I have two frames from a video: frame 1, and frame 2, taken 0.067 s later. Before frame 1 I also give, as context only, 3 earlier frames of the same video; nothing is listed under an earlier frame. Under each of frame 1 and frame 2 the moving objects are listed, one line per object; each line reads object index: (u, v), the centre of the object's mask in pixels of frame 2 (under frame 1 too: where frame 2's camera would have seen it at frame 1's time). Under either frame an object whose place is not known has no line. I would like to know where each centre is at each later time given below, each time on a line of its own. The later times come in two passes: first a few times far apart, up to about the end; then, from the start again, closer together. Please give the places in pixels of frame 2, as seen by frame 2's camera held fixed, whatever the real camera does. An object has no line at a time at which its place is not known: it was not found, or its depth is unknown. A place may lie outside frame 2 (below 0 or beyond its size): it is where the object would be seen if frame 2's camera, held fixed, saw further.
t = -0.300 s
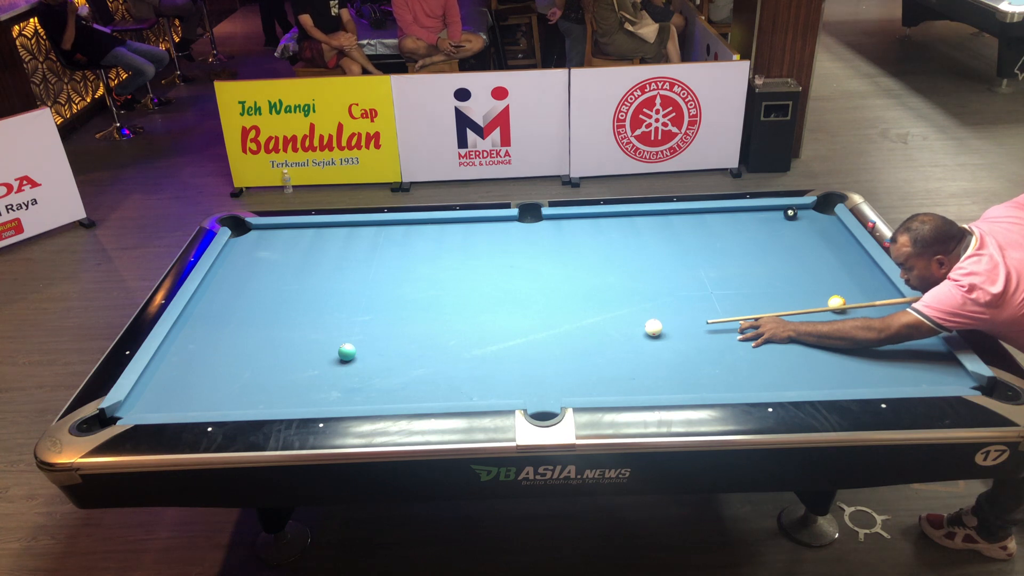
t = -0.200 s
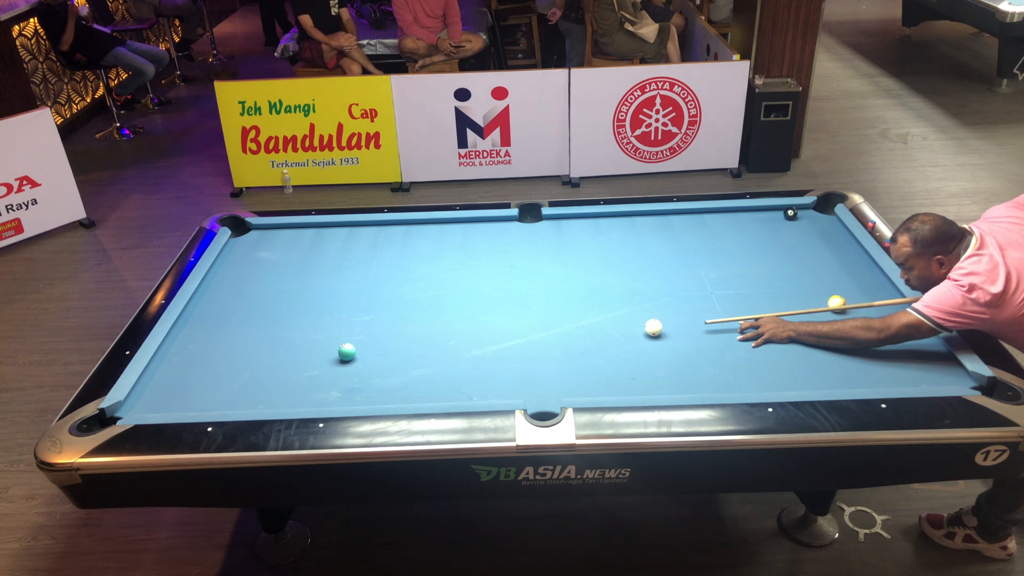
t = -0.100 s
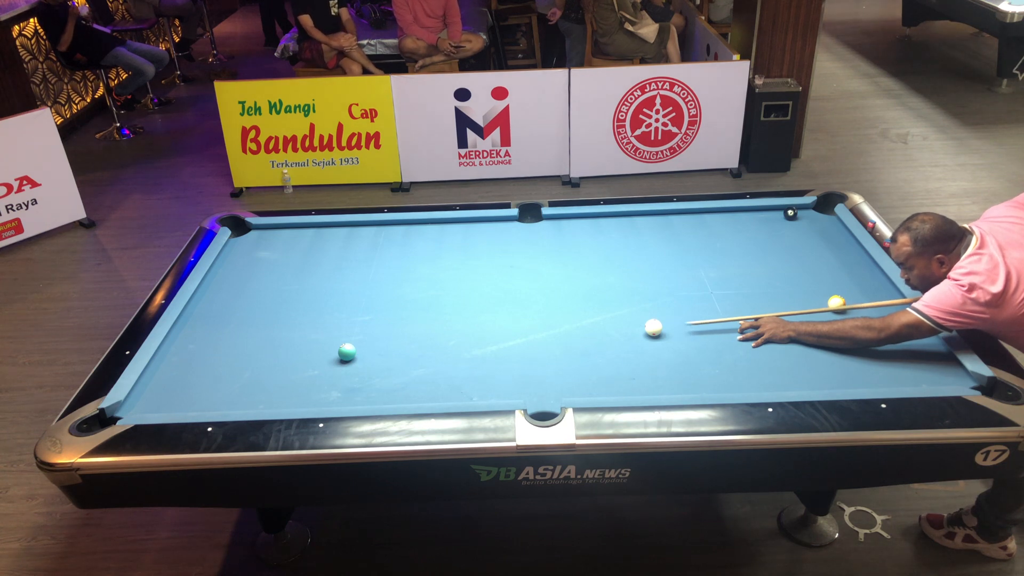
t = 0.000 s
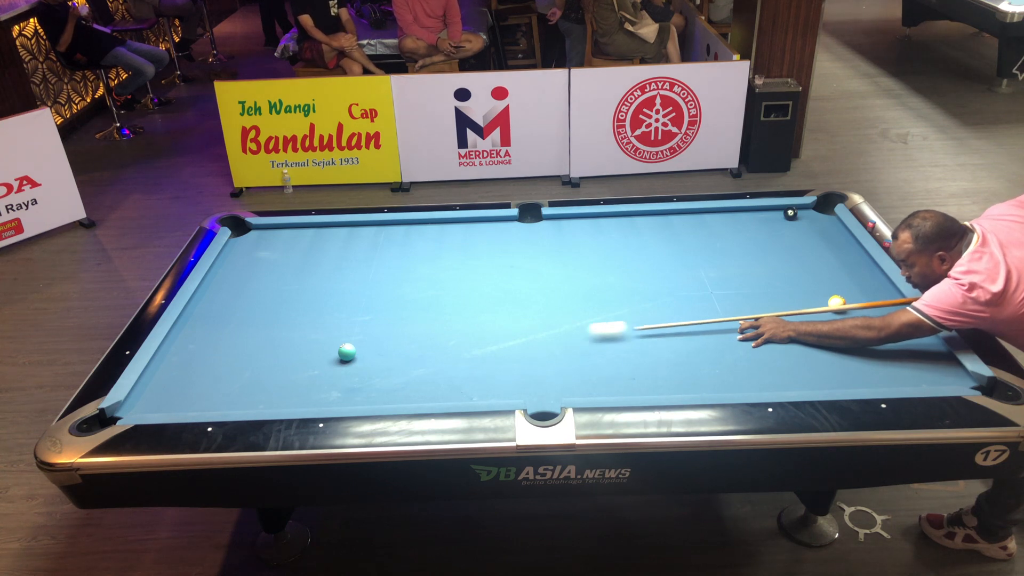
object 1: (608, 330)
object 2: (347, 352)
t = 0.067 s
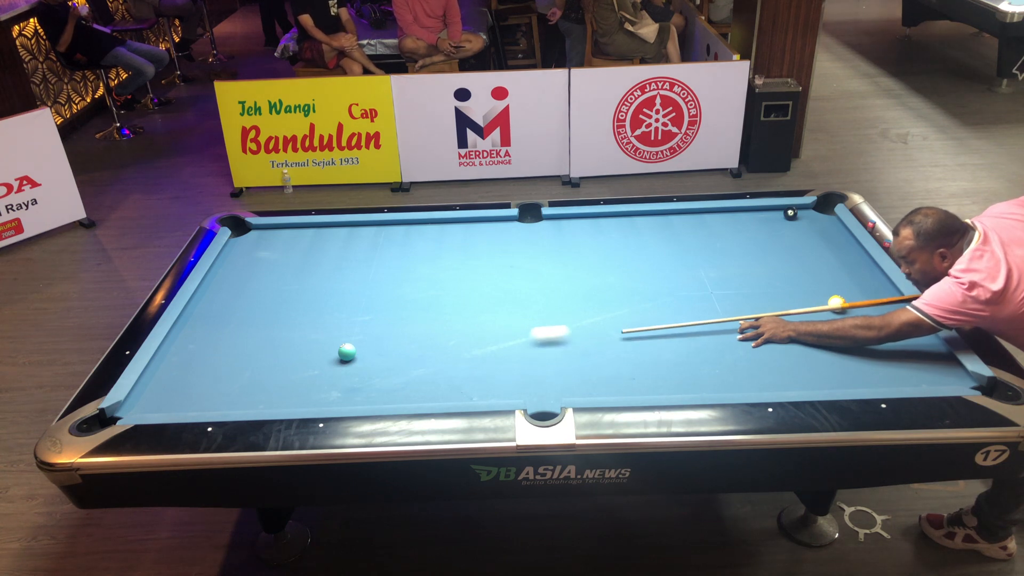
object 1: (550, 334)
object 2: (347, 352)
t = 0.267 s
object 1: (392, 346)
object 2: (347, 352)
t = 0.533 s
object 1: (334, 329)
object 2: (203, 386)
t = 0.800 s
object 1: (278, 314)
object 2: (157, 408)
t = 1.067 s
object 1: (227, 300)
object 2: (198, 399)
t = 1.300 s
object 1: (212, 290)
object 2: (232, 390)
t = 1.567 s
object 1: (244, 282)
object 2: (268, 380)
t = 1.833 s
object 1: (274, 275)
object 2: (300, 371)
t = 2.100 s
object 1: (301, 268)
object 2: (330, 362)
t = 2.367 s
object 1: (325, 261)
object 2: (357, 354)
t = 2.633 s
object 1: (348, 255)
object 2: (381, 347)
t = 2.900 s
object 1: (368, 250)
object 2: (402, 340)
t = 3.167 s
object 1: (387, 245)
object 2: (422, 335)
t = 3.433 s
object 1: (403, 241)
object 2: (439, 330)
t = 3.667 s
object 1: (416, 237)
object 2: (452, 326)
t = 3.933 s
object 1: (428, 234)
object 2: (465, 322)
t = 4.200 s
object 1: (439, 231)
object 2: (476, 318)
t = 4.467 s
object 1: (449, 228)
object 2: (486, 315)
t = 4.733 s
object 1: (457, 226)
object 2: (493, 313)
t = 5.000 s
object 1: (464, 225)
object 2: (499, 311)
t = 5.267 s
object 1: (469, 223)
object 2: (503, 309)
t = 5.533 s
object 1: (474, 222)
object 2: (506, 308)
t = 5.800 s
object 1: (476, 222)
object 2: (508, 308)
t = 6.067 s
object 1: (476, 222)
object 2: (508, 307)
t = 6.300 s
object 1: (476, 222)
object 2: (508, 307)
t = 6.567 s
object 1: (476, 222)
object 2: (508, 307)
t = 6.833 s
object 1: (476, 222)
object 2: (508, 307)
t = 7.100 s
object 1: (476, 222)
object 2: (508, 307)
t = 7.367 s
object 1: (476, 222)
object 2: (508, 307)
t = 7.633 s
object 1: (476, 222)
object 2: (508, 307)
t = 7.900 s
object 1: (476, 222)
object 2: (508, 307)
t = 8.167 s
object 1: (476, 222)
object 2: (508, 307)
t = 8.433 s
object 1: (476, 222)
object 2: (508, 307)
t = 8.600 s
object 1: (476, 222)
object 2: (508, 307)
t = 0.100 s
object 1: (522, 335)
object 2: (347, 352)
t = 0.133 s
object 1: (494, 337)
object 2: (347, 352)
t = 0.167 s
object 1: (468, 340)
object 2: (347, 352)
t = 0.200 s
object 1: (442, 342)
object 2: (347, 352)
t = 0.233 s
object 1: (417, 344)
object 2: (347, 352)
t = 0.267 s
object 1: (392, 346)
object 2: (347, 352)
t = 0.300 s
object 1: (370, 347)
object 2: (346, 353)
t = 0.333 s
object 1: (362, 345)
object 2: (328, 357)
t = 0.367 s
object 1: (359, 342)
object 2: (306, 362)
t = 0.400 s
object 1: (356, 339)
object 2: (283, 368)
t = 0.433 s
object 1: (351, 336)
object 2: (263, 372)
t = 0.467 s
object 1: (346, 333)
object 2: (242, 377)
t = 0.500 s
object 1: (341, 331)
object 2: (222, 382)
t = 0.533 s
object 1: (334, 329)
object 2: (203, 386)
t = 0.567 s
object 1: (327, 327)
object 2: (184, 391)
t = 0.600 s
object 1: (320, 325)
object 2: (166, 395)
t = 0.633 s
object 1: (313, 323)
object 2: (148, 399)
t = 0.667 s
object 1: (306, 321)
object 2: (134, 403)
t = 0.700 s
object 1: (299, 319)
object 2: (139, 405)
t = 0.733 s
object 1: (292, 317)
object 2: (146, 406)
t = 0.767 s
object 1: (285, 316)
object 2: (151, 407)
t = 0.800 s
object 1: (278, 314)
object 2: (157, 408)
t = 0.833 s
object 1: (272, 312)
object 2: (162, 407)
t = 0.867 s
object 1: (265, 310)
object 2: (167, 406)
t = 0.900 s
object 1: (259, 309)
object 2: (173, 405)
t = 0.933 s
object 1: (252, 307)
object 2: (178, 404)
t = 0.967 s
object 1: (246, 305)
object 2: (183, 403)
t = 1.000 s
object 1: (240, 304)
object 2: (188, 402)
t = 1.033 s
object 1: (233, 302)
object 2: (193, 401)
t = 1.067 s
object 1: (227, 300)
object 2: (198, 399)
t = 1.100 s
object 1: (221, 299)
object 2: (203, 398)
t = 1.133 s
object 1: (215, 297)
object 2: (208, 396)
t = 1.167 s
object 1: (209, 295)
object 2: (213, 395)
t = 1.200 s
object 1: (204, 294)
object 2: (218, 394)
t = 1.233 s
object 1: (203, 293)
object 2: (223, 392)
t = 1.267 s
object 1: (208, 291)
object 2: (227, 391)
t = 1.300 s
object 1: (212, 290)
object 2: (232, 390)
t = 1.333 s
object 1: (216, 289)
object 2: (237, 388)
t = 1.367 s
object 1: (220, 288)
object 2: (241, 387)
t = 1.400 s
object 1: (225, 287)
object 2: (246, 386)
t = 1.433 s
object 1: (229, 286)
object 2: (250, 384)
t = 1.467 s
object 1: (232, 285)
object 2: (255, 383)
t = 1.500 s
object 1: (237, 284)
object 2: (259, 382)
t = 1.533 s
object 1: (240, 283)
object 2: (263, 381)
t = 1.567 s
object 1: (244, 282)
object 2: (268, 380)
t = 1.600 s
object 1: (248, 281)
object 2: (272, 378)
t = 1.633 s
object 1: (252, 280)
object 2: (276, 377)
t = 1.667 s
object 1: (255, 279)
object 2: (280, 376)
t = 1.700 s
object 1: (259, 278)
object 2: (284, 375)
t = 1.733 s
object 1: (263, 277)
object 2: (288, 374)
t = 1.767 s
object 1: (266, 276)
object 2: (292, 373)
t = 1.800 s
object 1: (270, 275)
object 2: (296, 372)
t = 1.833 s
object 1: (274, 275)
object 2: (300, 371)
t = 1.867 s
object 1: (277, 274)
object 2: (304, 369)
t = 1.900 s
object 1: (281, 273)
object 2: (308, 368)
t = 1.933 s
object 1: (284, 272)
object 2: (312, 367)
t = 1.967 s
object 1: (287, 271)
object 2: (315, 366)
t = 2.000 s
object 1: (291, 270)
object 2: (319, 365)
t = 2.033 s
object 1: (294, 269)
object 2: (323, 364)
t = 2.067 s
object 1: (297, 268)
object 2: (326, 363)
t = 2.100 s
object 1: (301, 268)
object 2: (330, 362)
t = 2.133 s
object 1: (304, 267)
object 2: (333, 361)
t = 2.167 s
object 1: (307, 266)
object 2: (337, 360)
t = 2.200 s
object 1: (310, 265)
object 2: (340, 359)
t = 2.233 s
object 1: (313, 264)
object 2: (344, 358)
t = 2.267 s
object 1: (316, 264)
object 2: (347, 357)
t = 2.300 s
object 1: (319, 263)
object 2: (350, 356)
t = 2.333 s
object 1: (322, 262)
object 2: (353, 355)
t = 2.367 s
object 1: (325, 261)
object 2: (357, 354)
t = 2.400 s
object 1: (328, 261)
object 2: (360, 353)
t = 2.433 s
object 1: (331, 260)
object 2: (363, 352)
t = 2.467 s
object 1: (334, 259)
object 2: (366, 351)
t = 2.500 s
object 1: (337, 258)
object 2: (369, 350)
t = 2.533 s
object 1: (340, 257)
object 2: (372, 350)
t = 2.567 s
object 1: (343, 257)
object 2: (375, 348)
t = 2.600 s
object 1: (345, 256)
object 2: (378, 348)
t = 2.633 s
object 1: (348, 255)
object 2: (381, 347)
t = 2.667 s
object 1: (351, 255)
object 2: (383, 346)
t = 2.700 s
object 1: (353, 254)
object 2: (386, 345)
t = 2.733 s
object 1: (356, 253)
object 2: (389, 344)
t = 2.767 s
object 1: (358, 253)
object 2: (392, 343)
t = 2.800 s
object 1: (361, 252)
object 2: (395, 343)
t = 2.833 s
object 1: (363, 251)
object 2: (397, 342)
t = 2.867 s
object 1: (366, 251)
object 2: (400, 341)
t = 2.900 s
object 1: (368, 250)
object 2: (402, 340)
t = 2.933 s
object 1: (371, 249)
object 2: (405, 340)
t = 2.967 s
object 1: (373, 249)
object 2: (407, 339)
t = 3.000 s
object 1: (376, 248)
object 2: (410, 338)
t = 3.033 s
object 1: (378, 247)
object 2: (412, 338)
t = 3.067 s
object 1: (380, 247)
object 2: (415, 337)
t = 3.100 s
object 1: (382, 246)
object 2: (417, 336)
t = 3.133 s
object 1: (384, 246)
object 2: (419, 335)
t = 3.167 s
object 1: (387, 245)
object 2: (422, 335)
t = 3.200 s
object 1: (389, 245)
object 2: (424, 334)
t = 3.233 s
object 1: (391, 244)
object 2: (426, 333)
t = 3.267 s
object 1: (393, 244)
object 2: (428, 333)
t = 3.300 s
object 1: (395, 243)
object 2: (431, 332)
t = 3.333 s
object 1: (397, 242)
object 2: (432, 331)
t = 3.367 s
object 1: (399, 242)
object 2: (435, 331)
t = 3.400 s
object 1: (401, 241)
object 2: (437, 330)
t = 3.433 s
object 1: (403, 241)
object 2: (439, 330)
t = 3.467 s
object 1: (405, 240)
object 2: (441, 329)
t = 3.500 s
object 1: (407, 240)
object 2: (443, 329)
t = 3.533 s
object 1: (408, 239)
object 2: (445, 328)
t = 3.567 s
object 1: (410, 239)
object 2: (447, 327)
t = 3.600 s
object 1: (412, 238)
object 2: (448, 327)
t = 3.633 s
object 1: (414, 238)
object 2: (450, 326)
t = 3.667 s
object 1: (416, 237)
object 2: (452, 326)
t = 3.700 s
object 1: (417, 237)
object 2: (454, 325)
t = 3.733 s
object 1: (419, 236)
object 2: (455, 325)
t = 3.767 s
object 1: (421, 236)
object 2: (457, 324)
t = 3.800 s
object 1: (422, 235)
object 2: (459, 324)
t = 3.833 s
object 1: (424, 235)
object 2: (461, 323)
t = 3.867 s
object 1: (425, 235)
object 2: (462, 323)
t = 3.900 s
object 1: (427, 234)
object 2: (464, 322)
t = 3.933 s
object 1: (428, 234)
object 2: (465, 322)
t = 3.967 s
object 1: (430, 233)
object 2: (467, 321)
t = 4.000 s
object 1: (431, 233)
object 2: (468, 321)
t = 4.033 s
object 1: (433, 233)
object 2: (469, 320)
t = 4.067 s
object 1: (434, 232)
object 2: (471, 320)
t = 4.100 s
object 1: (435, 232)
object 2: (472, 319)
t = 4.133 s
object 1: (437, 232)
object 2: (474, 319)
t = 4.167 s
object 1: (438, 231)
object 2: (475, 319)
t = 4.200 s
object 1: (439, 231)
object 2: (476, 318)
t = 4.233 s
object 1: (441, 231)
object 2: (478, 318)
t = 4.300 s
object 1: (443, 230)
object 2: (480, 317)
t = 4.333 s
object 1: (444, 230)
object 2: (481, 317)
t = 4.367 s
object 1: (446, 229)
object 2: (482, 317)
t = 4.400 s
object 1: (447, 229)
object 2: (484, 316)
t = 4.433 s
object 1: (448, 229)
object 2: (485, 316)
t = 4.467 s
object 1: (449, 228)
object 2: (486, 315)
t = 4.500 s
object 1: (450, 228)
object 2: (486, 315)
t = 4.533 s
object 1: (451, 228)
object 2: (488, 315)
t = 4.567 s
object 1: (452, 228)
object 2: (489, 314)
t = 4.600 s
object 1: (453, 227)
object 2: (490, 314)
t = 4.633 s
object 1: (454, 227)
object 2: (490, 314)
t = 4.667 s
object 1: (456, 227)
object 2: (491, 313)
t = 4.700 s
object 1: (456, 226)
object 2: (492, 313)
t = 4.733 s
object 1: (457, 226)
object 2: (493, 313)
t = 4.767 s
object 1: (458, 226)
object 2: (494, 313)
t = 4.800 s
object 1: (459, 226)
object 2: (495, 312)
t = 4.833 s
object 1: (460, 226)
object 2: (495, 312)
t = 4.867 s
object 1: (461, 225)
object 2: (496, 312)
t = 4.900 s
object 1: (462, 225)
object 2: (497, 312)
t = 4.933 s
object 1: (462, 225)
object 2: (498, 311)
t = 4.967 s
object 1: (463, 225)
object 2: (498, 311)
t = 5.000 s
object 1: (464, 225)
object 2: (499, 311)
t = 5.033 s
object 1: (465, 225)
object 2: (499, 311)
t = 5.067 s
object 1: (465, 224)
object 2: (500, 310)
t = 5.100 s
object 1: (466, 224)
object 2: (501, 310)
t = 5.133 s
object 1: (467, 224)
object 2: (501, 310)
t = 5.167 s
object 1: (468, 224)
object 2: (502, 310)
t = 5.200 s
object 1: (468, 224)
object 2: (502, 310)
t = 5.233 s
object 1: (469, 224)
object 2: (503, 309)
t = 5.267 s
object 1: (469, 223)
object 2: (503, 309)
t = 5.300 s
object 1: (470, 223)
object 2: (504, 309)
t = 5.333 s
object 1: (471, 223)
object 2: (504, 309)
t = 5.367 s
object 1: (471, 223)
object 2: (505, 309)
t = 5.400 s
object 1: (472, 223)
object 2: (505, 309)
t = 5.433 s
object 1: (472, 223)
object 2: (505, 309)
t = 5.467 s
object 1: (473, 223)
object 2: (506, 308)
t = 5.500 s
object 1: (473, 222)
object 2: (506, 308)
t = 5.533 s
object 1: (474, 222)
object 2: (506, 308)
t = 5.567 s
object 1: (474, 222)
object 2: (506, 308)
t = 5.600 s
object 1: (474, 222)
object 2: (507, 308)
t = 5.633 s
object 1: (475, 222)
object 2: (507, 308)
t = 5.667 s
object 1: (475, 222)
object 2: (507, 308)
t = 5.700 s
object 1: (475, 222)
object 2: (507, 308)
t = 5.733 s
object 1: (476, 222)
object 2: (507, 308)
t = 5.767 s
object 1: (476, 222)
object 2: (508, 308)
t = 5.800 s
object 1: (476, 222)
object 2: (508, 308)
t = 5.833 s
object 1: (476, 222)
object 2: (508, 308)
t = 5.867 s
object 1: (476, 222)
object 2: (508, 308)
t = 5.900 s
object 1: (476, 222)
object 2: (508, 307)
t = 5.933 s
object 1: (476, 222)
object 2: (508, 307)
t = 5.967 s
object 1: (476, 222)
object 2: (508, 307)
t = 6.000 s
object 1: (476, 222)
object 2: (508, 307)
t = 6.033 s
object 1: (476, 222)
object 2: (508, 307)
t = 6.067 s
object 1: (476, 222)
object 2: (508, 307)
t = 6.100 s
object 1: (476, 222)
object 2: (508, 307)
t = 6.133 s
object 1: (476, 222)
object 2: (508, 307)
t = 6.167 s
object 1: (476, 222)
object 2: (508, 307)
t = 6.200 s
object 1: (476, 222)
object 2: (508, 307)
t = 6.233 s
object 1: (476, 222)
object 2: (508, 307)
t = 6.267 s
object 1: (476, 222)
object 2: (508, 307)
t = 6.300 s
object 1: (476, 222)
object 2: (508, 307)
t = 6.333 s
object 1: (476, 222)
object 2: (508, 307)
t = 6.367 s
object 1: (476, 222)
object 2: (508, 307)
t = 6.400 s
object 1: (476, 222)
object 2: (508, 307)
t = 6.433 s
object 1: (476, 222)
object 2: (508, 307)
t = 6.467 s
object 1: (476, 222)
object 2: (508, 307)
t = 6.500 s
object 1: (476, 222)
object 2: (508, 307)
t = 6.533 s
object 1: (476, 222)
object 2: (508, 307)
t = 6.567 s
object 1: (476, 222)
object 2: (508, 307)
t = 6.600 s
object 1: (476, 222)
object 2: (508, 307)
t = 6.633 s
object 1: (476, 222)
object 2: (508, 307)
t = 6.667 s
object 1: (476, 222)
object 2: (508, 307)
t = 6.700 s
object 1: (476, 222)
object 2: (508, 307)
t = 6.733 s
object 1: (476, 222)
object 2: (508, 307)
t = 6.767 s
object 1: (476, 222)
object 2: (508, 307)
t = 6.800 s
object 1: (476, 222)
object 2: (508, 307)
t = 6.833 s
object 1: (476, 222)
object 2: (508, 307)
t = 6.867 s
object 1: (476, 222)
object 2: (508, 307)
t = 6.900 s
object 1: (476, 222)
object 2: (508, 307)
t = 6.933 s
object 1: (476, 222)
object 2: (508, 307)
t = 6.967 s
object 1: (476, 222)
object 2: (508, 307)
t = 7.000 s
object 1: (476, 222)
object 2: (508, 307)
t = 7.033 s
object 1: (476, 222)
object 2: (508, 307)
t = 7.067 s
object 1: (476, 222)
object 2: (508, 307)
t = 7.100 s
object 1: (476, 222)
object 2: (508, 307)
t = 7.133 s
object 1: (476, 222)
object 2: (508, 307)
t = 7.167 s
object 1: (476, 222)
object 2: (508, 307)
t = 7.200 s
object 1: (476, 222)
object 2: (508, 307)
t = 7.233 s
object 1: (476, 222)
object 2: (508, 307)
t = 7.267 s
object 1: (476, 222)
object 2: (508, 307)
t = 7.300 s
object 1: (476, 222)
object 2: (508, 307)
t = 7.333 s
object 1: (476, 222)
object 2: (508, 307)
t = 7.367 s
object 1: (476, 222)
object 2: (508, 307)
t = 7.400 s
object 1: (476, 222)
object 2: (508, 307)
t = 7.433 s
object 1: (476, 222)
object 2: (508, 307)
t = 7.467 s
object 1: (476, 222)
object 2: (508, 307)
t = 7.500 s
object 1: (476, 222)
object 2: (508, 307)
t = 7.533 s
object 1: (476, 222)
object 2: (508, 307)
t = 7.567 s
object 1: (476, 222)
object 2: (508, 307)
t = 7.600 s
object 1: (476, 222)
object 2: (508, 307)
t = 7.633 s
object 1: (476, 222)
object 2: (508, 307)
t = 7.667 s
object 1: (476, 222)
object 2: (508, 307)
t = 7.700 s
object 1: (476, 222)
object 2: (508, 307)
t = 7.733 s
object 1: (476, 222)
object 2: (508, 307)
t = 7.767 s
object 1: (476, 222)
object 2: (508, 307)
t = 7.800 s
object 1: (476, 222)
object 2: (508, 307)
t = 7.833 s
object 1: (476, 222)
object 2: (508, 307)
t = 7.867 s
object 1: (476, 222)
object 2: (508, 307)
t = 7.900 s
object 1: (476, 222)
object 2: (508, 307)
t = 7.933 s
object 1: (476, 222)
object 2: (508, 307)
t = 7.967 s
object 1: (476, 222)
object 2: (508, 307)
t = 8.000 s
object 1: (476, 222)
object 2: (508, 307)
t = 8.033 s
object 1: (476, 222)
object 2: (508, 307)
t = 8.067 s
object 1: (476, 222)
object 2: (508, 307)
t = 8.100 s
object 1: (476, 222)
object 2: (508, 307)
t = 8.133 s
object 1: (476, 222)
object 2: (508, 307)
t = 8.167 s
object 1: (476, 222)
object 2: (508, 307)
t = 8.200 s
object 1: (476, 222)
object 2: (508, 307)
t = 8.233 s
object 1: (476, 222)
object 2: (508, 307)
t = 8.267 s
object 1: (476, 222)
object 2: (508, 307)
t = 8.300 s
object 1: (476, 222)
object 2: (508, 307)
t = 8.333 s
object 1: (476, 222)
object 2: (508, 307)
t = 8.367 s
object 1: (476, 222)
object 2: (508, 307)
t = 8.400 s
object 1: (476, 222)
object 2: (508, 307)
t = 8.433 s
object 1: (476, 222)
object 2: (508, 307)
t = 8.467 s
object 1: (476, 222)
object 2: (508, 307)
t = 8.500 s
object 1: (476, 222)
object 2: (508, 307)
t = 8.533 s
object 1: (476, 222)
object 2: (508, 307)
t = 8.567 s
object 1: (476, 222)
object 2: (508, 307)
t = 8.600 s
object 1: (476, 222)
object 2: (508, 307)
